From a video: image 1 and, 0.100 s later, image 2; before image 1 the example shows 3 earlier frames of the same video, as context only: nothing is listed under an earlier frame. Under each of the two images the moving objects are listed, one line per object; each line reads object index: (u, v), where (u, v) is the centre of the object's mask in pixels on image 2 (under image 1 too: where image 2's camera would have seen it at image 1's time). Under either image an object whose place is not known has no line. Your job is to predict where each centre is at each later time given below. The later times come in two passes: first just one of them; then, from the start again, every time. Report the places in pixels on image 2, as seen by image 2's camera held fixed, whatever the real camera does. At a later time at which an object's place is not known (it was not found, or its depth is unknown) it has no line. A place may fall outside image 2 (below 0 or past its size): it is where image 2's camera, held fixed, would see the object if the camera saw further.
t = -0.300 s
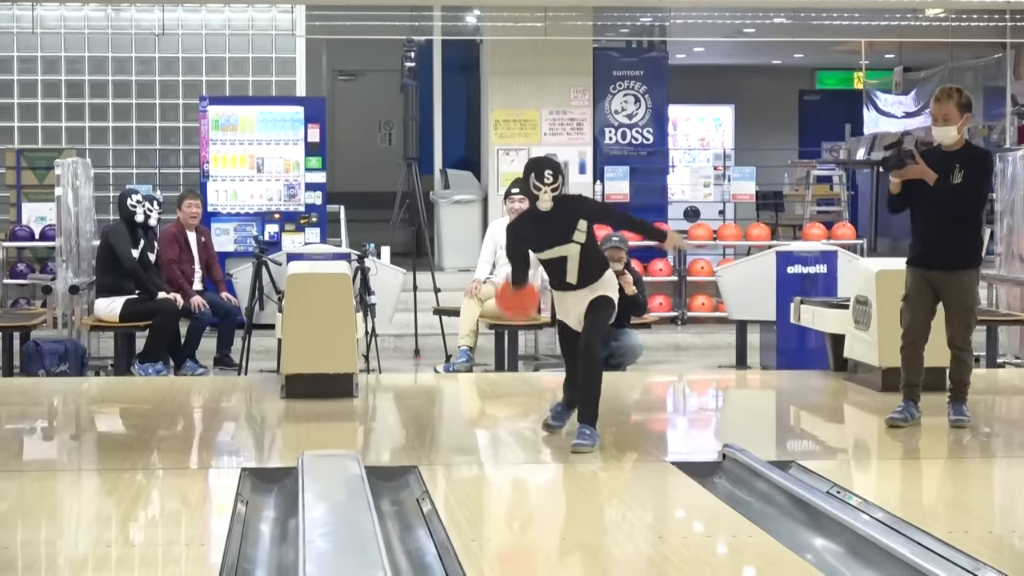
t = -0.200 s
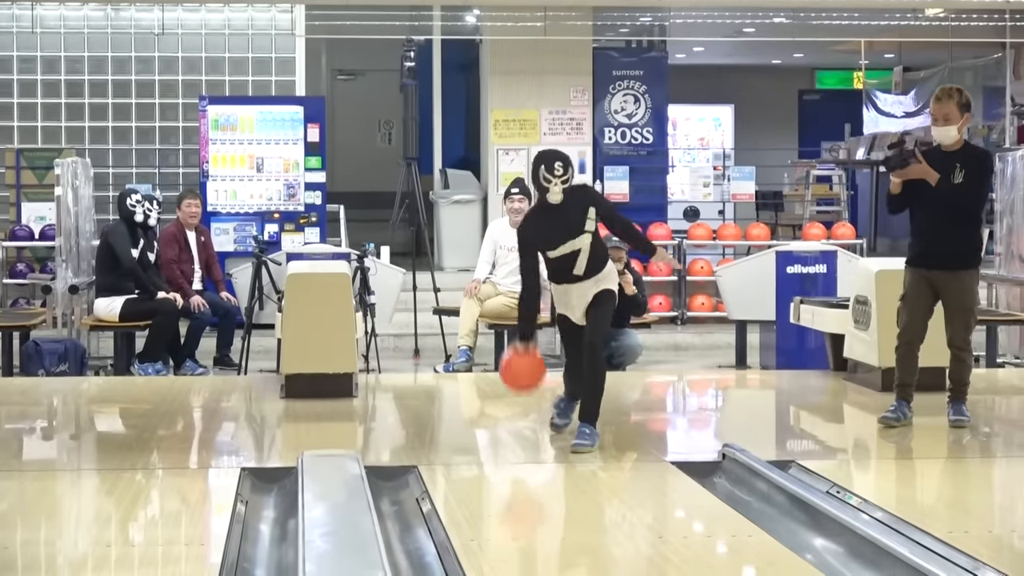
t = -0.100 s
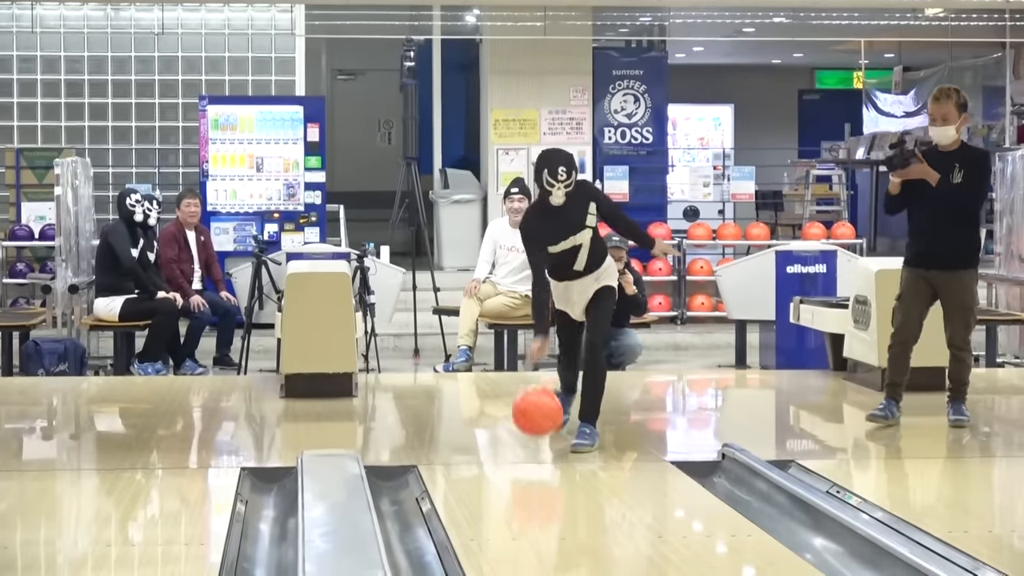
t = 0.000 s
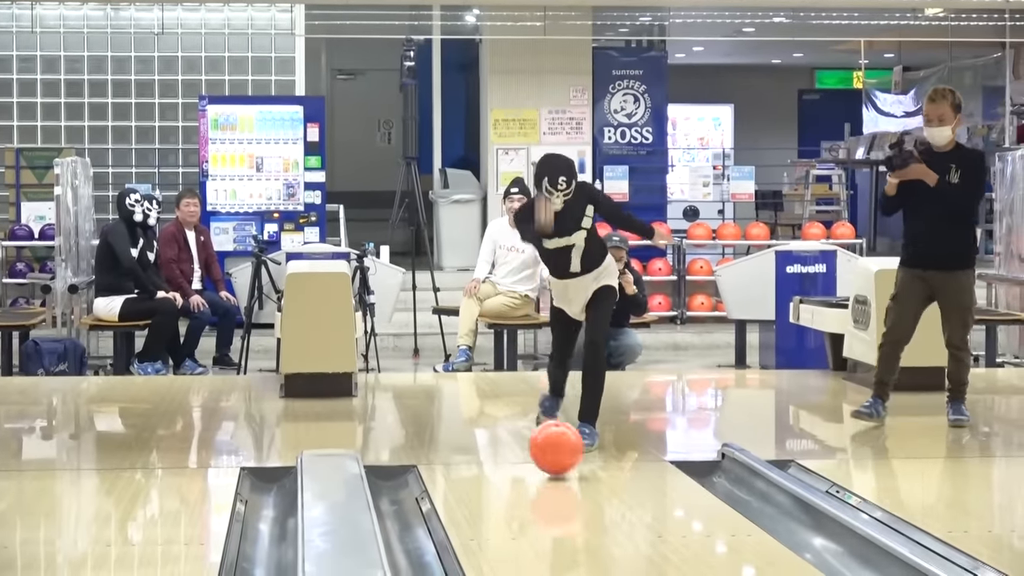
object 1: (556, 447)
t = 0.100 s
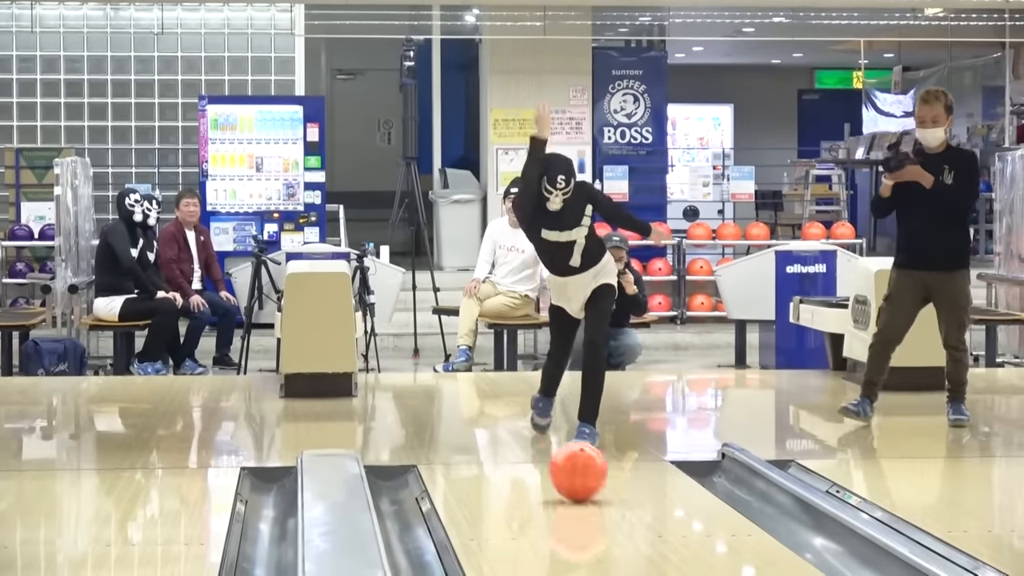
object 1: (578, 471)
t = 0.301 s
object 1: (633, 524)
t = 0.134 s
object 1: (586, 479)
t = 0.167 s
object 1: (594, 487)
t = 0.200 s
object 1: (603, 496)
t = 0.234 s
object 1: (613, 505)
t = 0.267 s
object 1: (623, 514)
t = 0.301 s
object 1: (633, 524)
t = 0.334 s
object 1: (645, 535)
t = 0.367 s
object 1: (657, 543)
